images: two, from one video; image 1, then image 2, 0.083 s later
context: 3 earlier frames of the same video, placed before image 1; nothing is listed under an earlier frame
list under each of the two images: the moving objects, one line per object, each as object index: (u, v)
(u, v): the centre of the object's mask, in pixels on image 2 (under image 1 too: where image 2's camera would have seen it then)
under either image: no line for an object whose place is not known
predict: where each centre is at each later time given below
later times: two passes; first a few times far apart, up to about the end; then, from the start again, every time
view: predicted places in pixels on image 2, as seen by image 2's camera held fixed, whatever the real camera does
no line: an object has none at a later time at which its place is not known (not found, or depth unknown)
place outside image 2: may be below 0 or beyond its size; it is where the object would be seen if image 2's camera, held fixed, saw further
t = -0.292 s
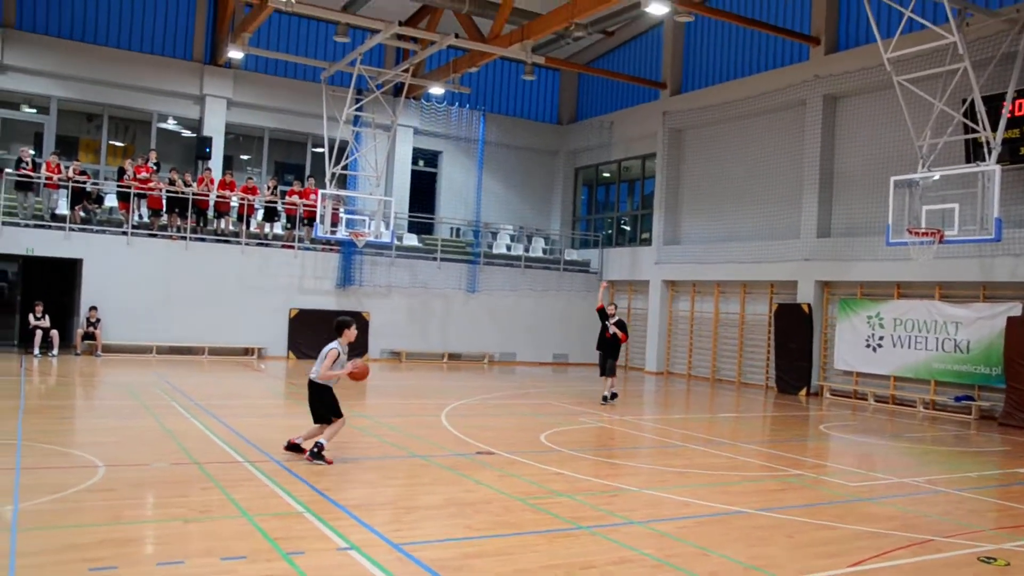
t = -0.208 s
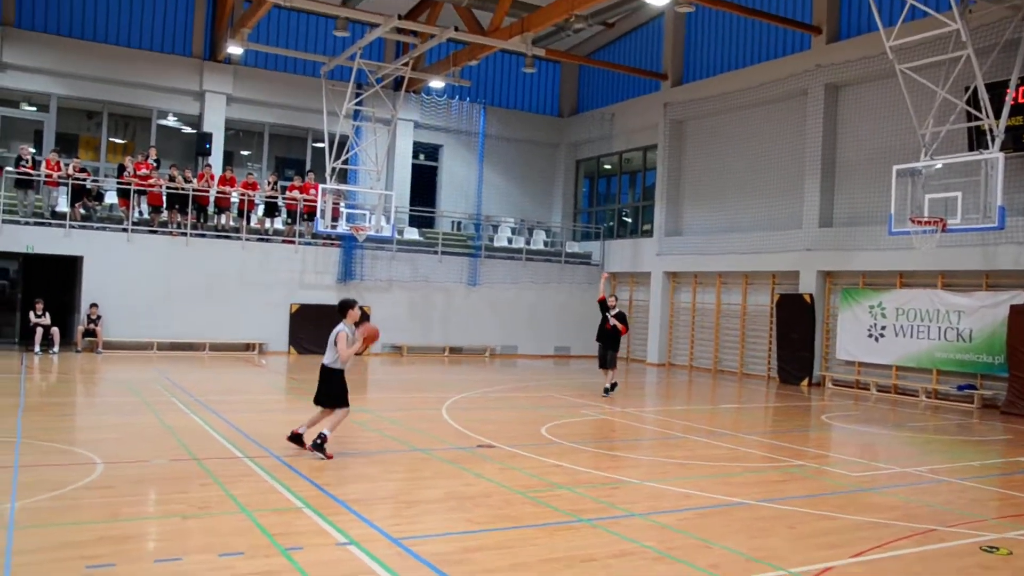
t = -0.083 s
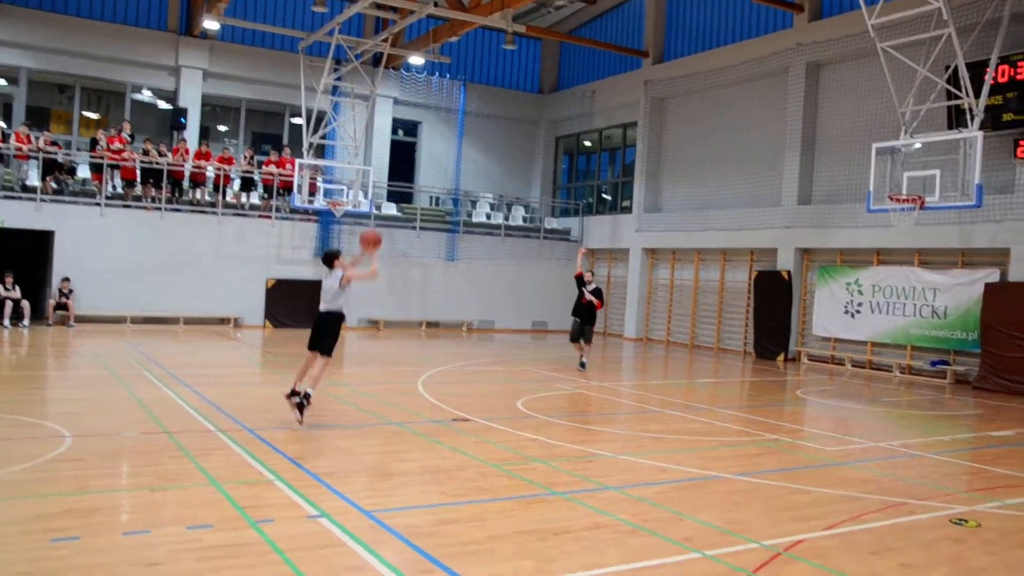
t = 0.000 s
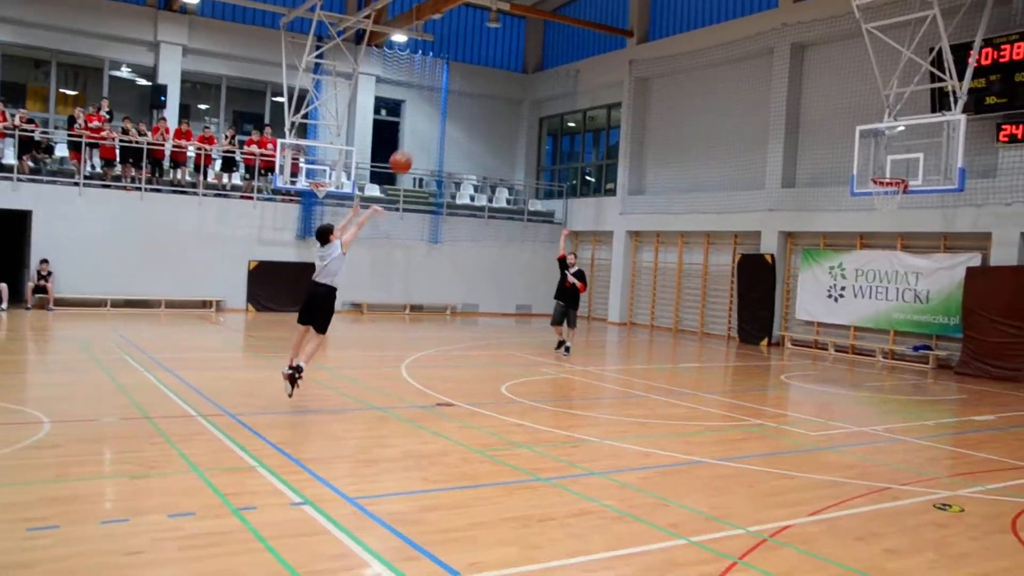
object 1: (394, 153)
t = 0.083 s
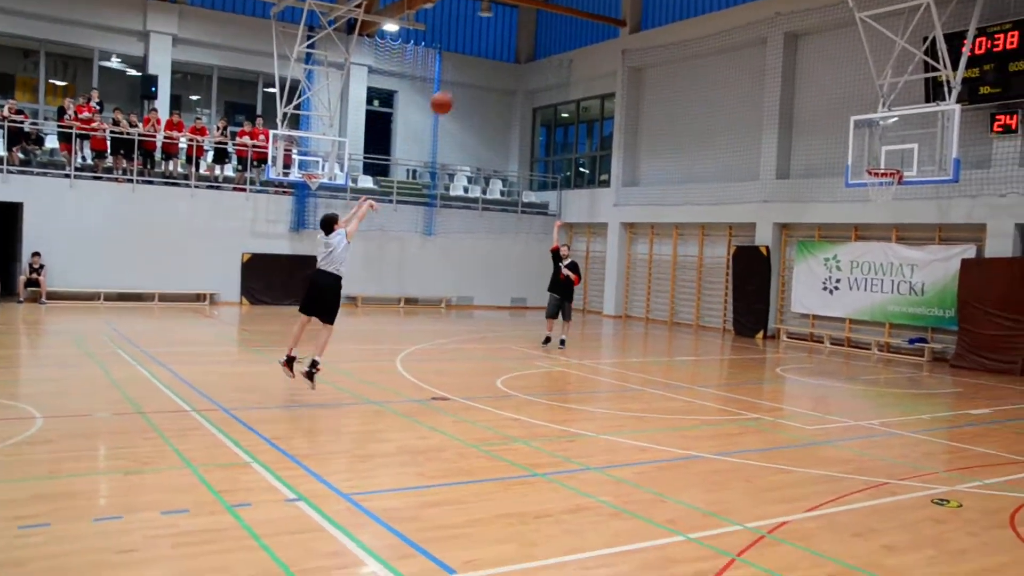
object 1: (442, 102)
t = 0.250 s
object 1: (533, 26)
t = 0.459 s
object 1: (631, -20)
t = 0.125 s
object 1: (466, 80)
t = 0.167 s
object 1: (490, 60)
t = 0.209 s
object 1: (512, 42)
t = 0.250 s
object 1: (533, 26)
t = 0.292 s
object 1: (554, 14)
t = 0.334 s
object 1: (577, 2)
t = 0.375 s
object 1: (595, -9)
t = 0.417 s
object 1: (611, -16)
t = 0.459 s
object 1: (631, -20)
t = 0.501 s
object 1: (646, -28)
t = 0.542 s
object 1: (663, -29)
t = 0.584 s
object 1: (682, -29)
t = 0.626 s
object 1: (695, -33)
